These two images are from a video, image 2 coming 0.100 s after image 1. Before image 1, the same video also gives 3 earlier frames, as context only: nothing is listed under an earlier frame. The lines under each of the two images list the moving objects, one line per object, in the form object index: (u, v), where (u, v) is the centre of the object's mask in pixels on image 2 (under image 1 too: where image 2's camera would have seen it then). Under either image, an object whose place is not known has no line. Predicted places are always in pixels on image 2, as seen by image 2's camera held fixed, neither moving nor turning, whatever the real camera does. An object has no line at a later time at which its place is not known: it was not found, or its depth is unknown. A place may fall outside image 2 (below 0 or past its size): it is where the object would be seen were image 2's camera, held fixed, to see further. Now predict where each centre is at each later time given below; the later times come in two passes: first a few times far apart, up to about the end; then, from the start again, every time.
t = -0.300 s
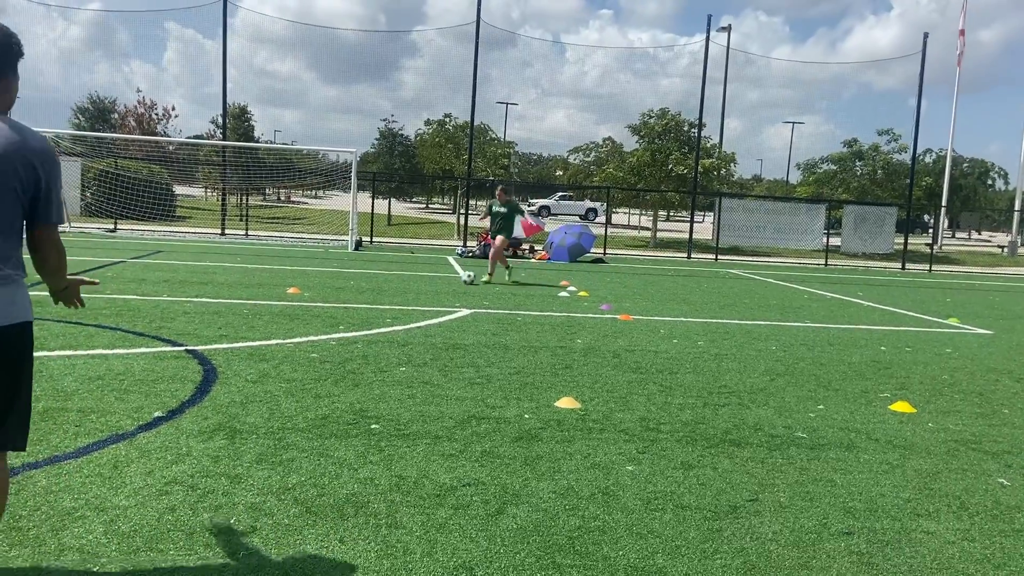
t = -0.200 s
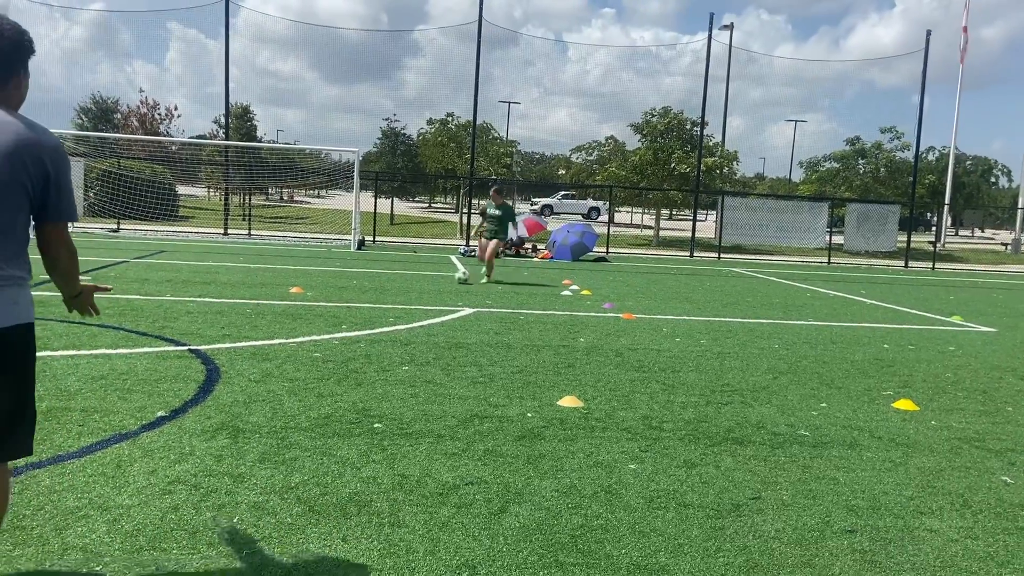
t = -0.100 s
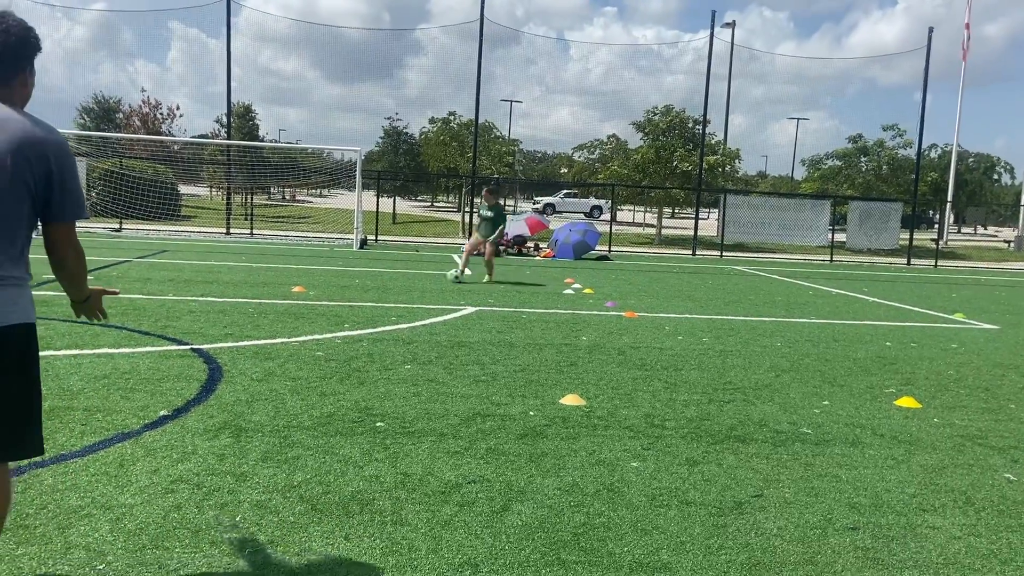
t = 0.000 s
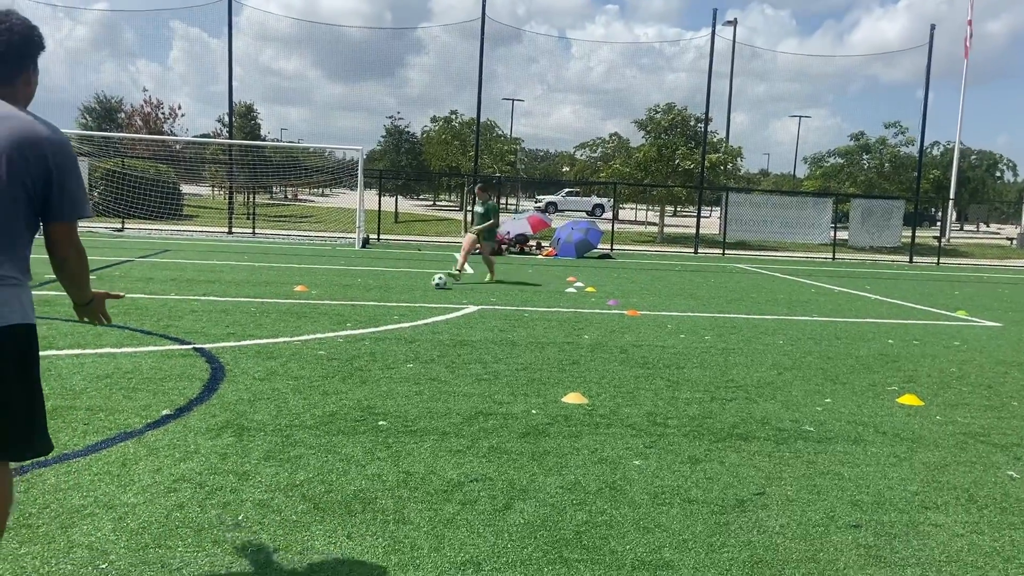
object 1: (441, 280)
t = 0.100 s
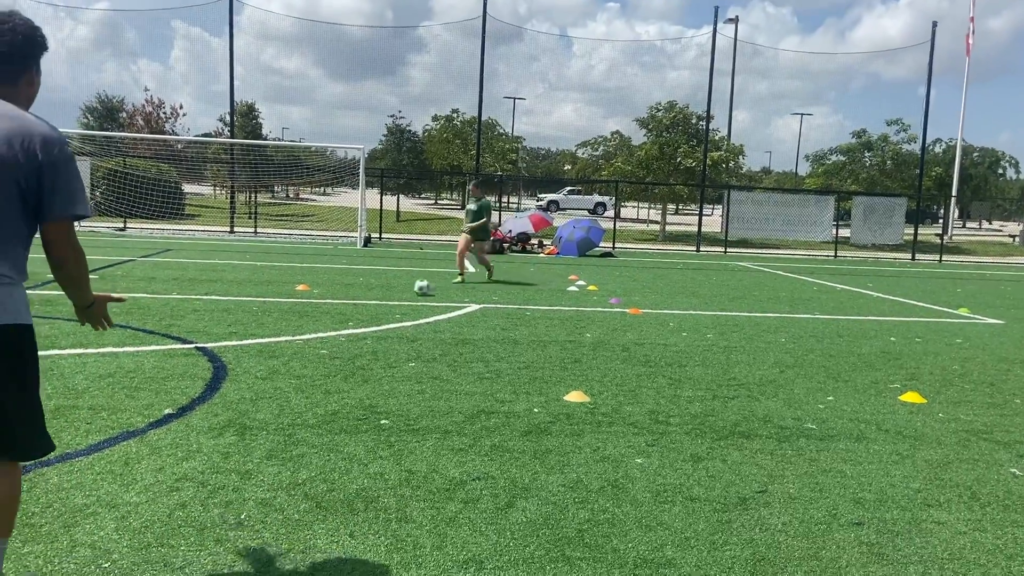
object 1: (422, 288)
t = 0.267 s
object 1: (386, 301)
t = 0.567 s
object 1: (309, 331)
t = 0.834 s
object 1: (212, 368)
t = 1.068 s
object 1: (72, 423)
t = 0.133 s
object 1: (415, 290)
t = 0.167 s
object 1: (408, 292)
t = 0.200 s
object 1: (401, 295)
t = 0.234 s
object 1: (393, 298)
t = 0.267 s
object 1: (386, 301)
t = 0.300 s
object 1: (379, 303)
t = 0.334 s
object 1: (371, 306)
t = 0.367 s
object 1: (362, 309)
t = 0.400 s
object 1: (354, 314)
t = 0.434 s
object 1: (346, 315)
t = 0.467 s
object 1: (337, 316)
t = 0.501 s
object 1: (329, 321)
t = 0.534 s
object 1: (318, 324)
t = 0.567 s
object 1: (309, 331)
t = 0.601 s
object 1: (299, 334)
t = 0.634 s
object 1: (288, 336)
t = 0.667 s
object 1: (278, 339)
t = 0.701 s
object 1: (265, 343)
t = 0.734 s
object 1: (253, 350)
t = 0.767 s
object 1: (241, 358)
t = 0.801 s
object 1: (225, 362)
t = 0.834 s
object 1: (212, 368)
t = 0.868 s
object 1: (196, 375)
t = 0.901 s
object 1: (179, 383)
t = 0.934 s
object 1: (160, 390)
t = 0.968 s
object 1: (141, 397)
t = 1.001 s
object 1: (119, 405)
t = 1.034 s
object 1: (96, 415)
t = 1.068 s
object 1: (72, 423)
